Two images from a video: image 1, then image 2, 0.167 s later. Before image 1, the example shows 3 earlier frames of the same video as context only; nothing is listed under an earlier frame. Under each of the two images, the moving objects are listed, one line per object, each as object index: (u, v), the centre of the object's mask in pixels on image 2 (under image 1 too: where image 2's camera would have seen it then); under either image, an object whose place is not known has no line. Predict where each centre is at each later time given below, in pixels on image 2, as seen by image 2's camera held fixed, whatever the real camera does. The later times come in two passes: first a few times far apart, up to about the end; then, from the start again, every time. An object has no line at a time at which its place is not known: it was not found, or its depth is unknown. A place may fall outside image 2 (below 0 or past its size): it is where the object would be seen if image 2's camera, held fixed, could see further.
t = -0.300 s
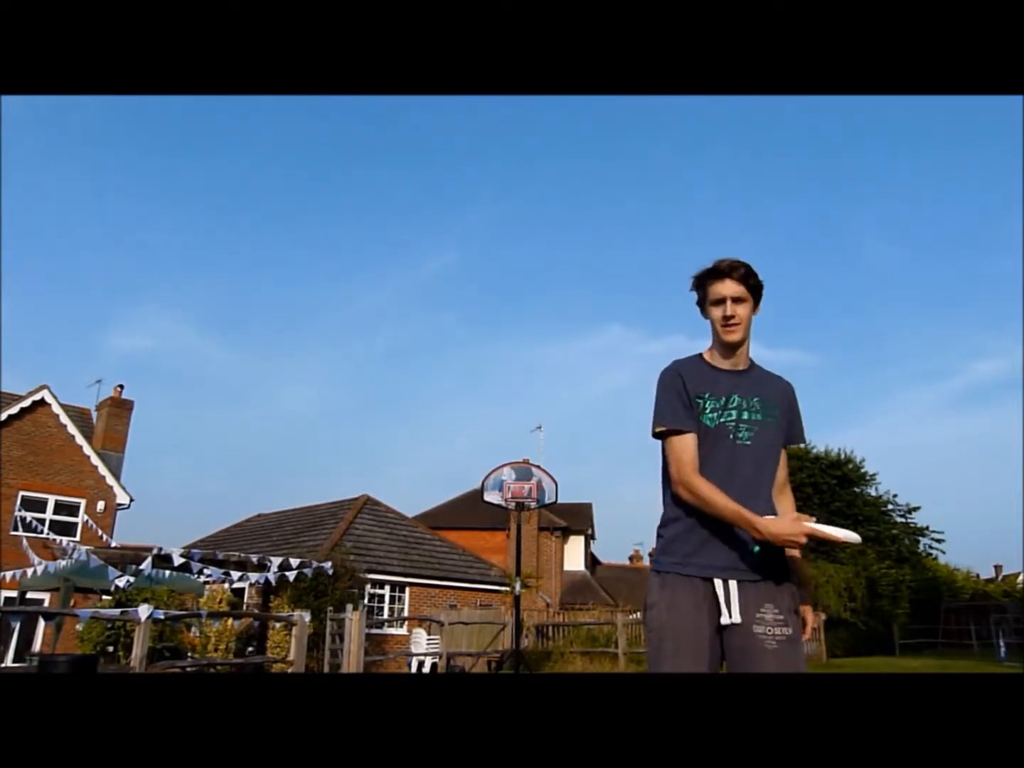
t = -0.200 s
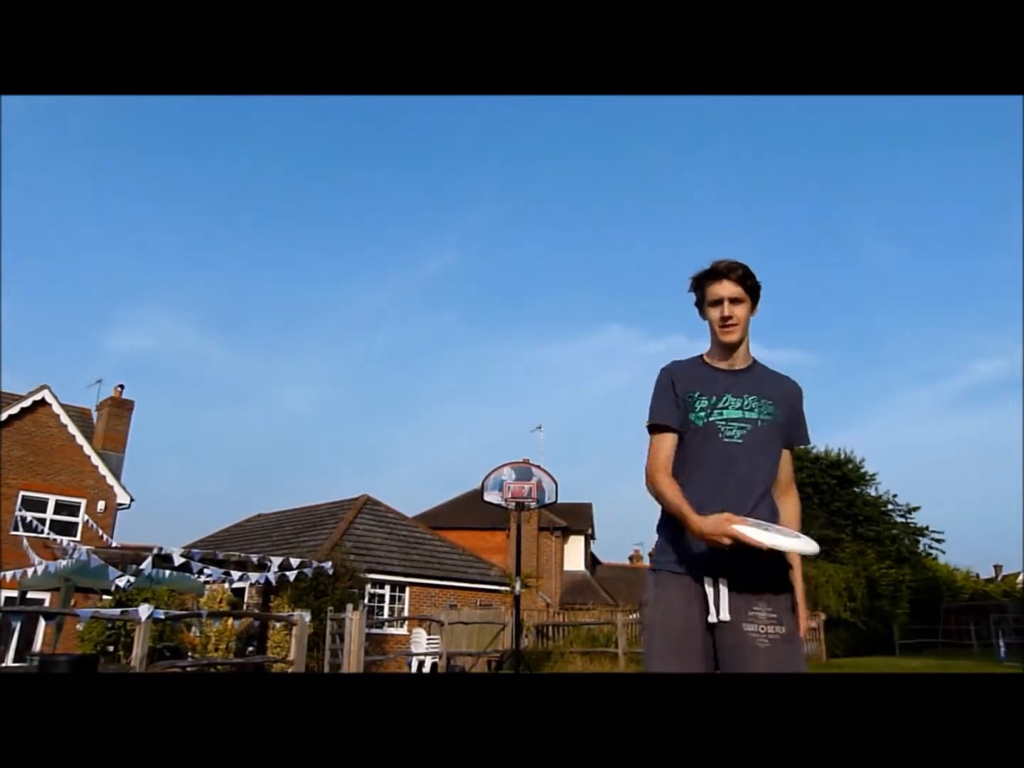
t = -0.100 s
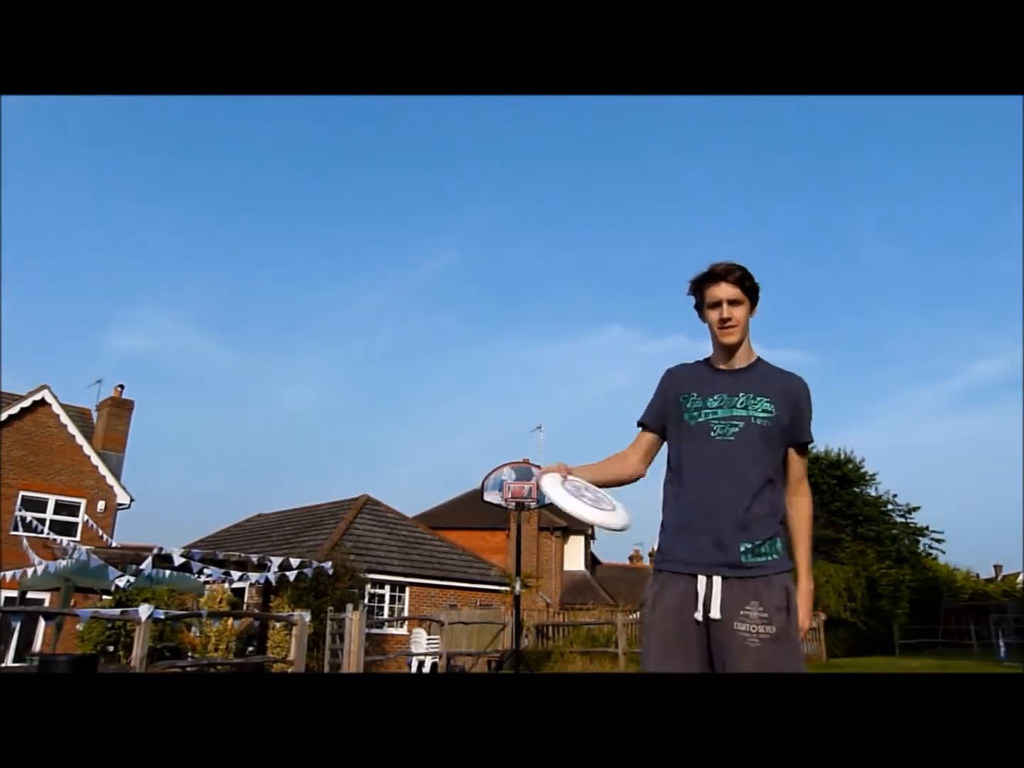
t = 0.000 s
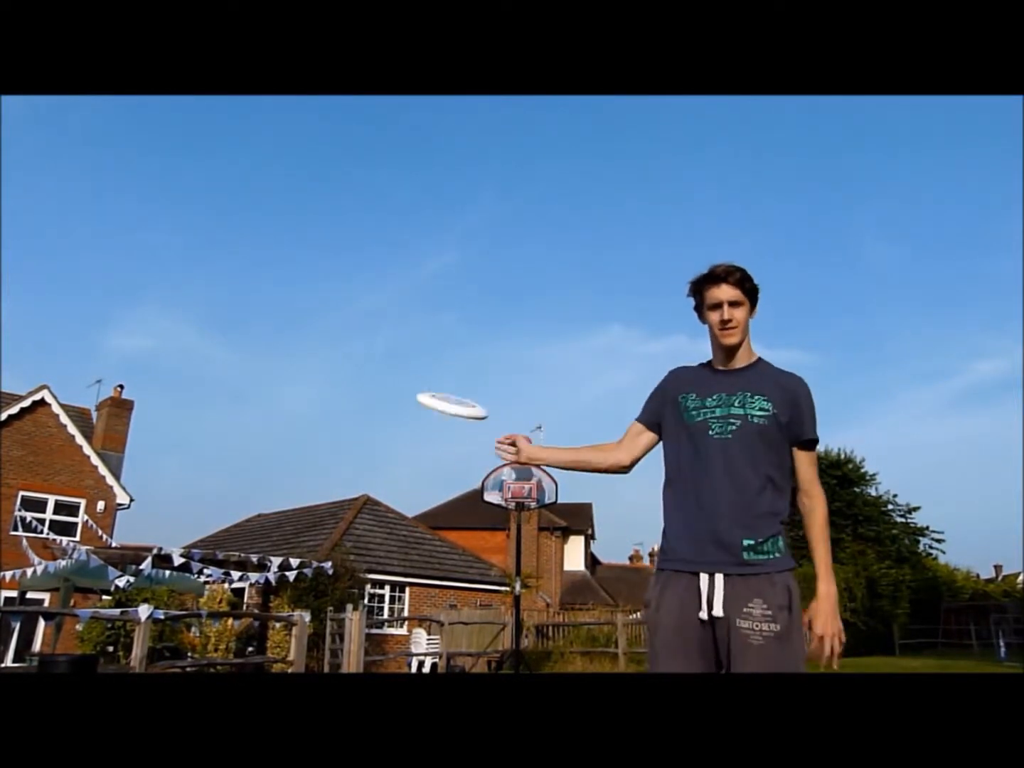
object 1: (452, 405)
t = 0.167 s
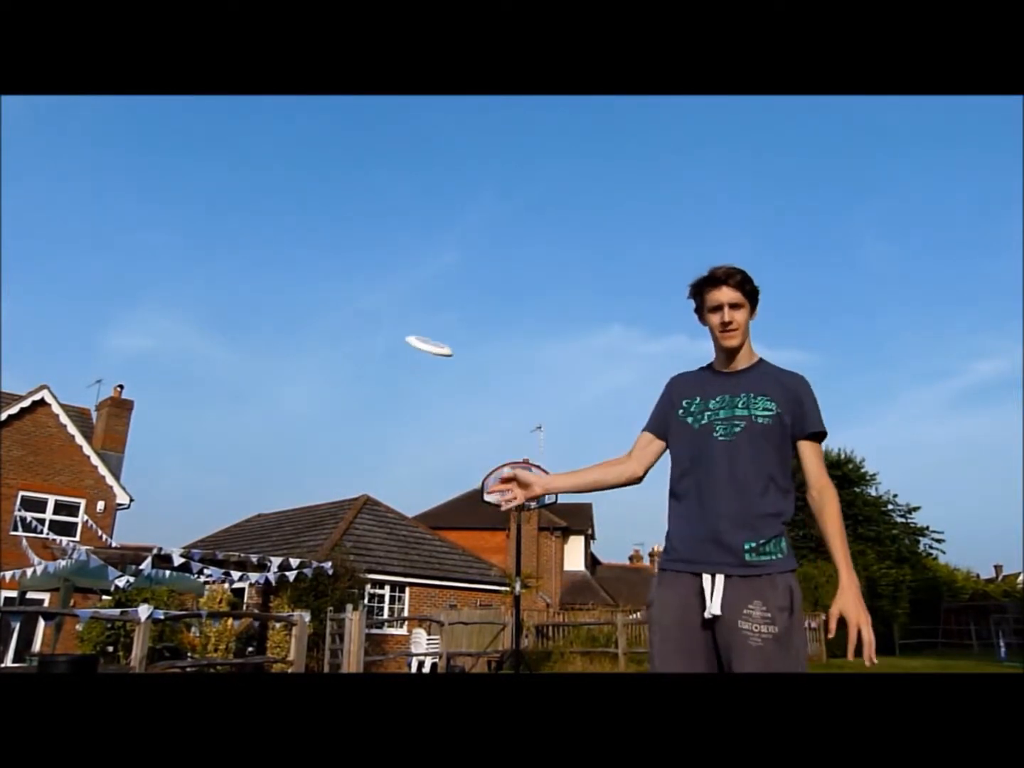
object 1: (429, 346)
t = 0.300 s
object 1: (423, 331)
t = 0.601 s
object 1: (425, 331)
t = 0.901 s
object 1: (439, 354)
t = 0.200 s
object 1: (427, 340)
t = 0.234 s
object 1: (425, 336)
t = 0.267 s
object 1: (424, 333)
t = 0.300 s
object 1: (423, 331)
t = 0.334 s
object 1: (423, 329)
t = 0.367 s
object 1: (423, 328)
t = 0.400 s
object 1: (423, 326)
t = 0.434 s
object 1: (423, 326)
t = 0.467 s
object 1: (423, 326)
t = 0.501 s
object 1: (424, 326)
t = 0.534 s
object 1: (424, 328)
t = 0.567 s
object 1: (425, 329)
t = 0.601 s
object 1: (425, 331)
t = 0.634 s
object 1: (427, 333)
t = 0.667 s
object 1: (428, 335)
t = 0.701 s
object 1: (429, 336)
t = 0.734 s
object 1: (430, 339)
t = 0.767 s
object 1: (432, 341)
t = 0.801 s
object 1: (434, 344)
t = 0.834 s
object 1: (435, 347)
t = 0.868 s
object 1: (437, 350)
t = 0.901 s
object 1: (439, 354)
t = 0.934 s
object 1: (441, 358)
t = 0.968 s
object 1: (443, 362)
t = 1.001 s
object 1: (445, 366)
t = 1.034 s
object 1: (447, 371)
